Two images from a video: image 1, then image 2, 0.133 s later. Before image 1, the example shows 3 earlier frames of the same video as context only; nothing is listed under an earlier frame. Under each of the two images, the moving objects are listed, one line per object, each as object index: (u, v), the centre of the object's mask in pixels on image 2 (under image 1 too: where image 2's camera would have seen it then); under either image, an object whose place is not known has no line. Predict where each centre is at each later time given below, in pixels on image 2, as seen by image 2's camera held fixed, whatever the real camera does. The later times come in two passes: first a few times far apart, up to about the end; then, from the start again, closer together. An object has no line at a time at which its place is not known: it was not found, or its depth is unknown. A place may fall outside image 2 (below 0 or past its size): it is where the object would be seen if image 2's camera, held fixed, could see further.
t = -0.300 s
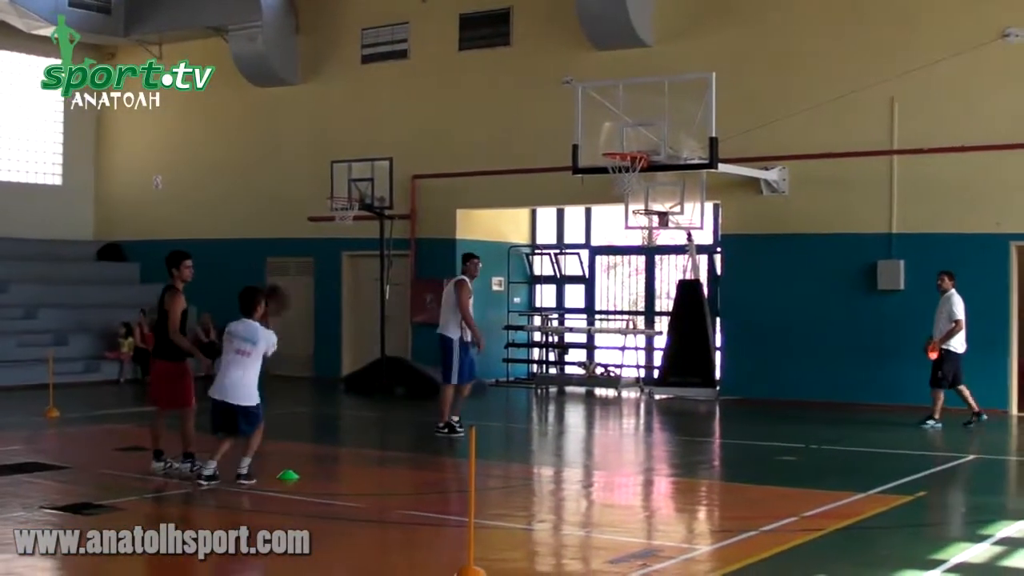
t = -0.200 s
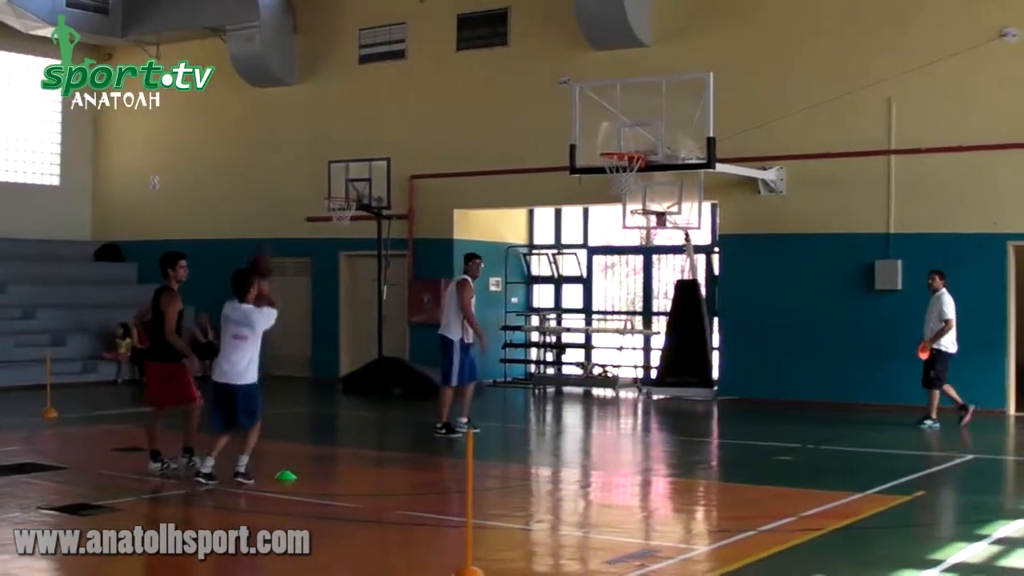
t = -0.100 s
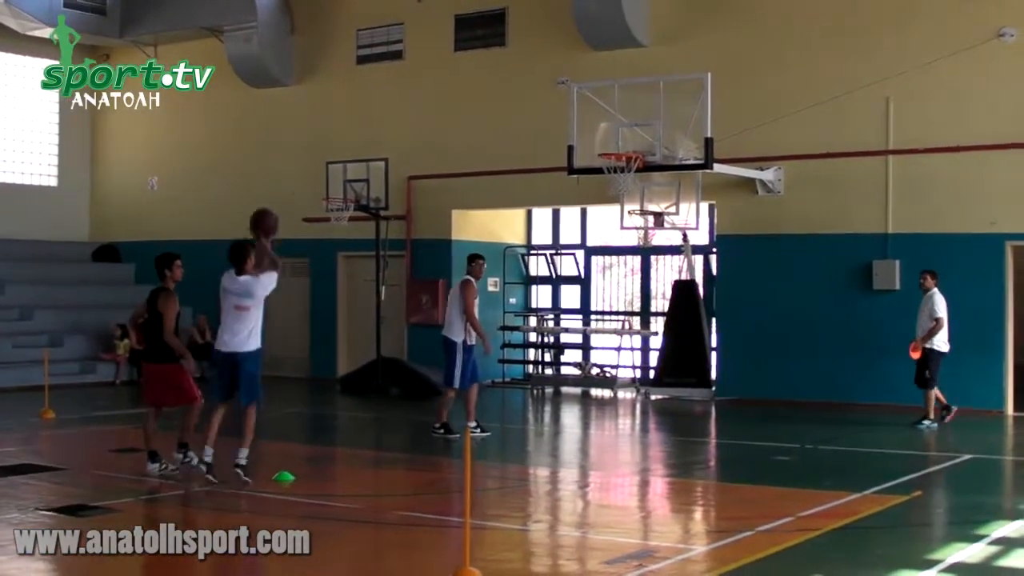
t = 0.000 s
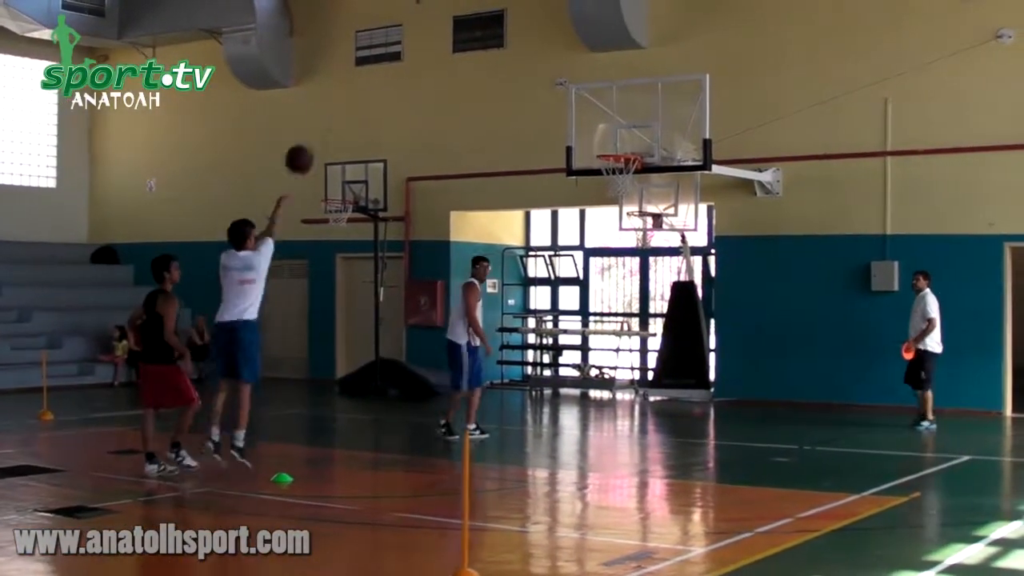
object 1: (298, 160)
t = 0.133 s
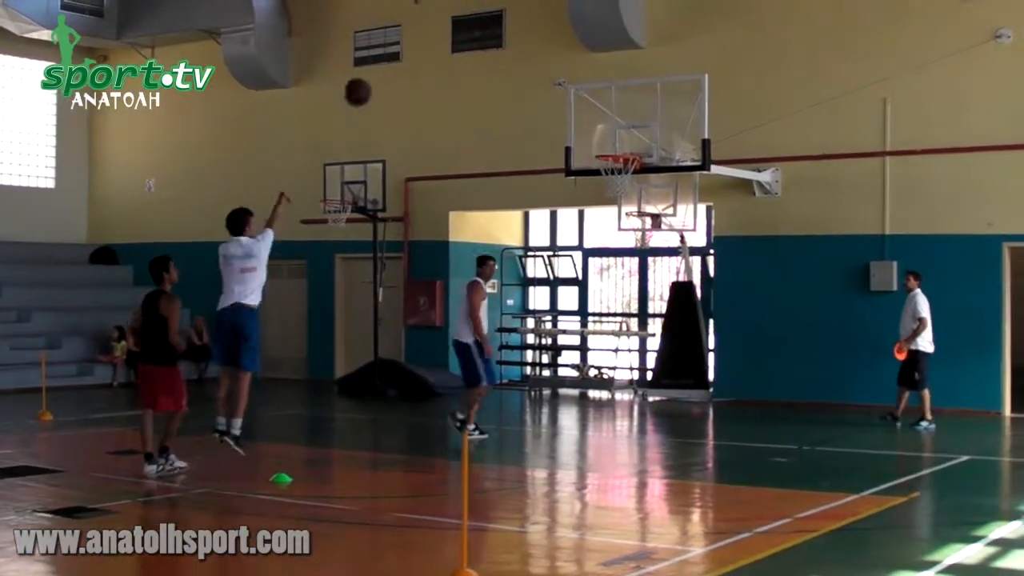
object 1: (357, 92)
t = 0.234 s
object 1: (398, 58)
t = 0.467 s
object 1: (489, 28)
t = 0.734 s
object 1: (565, 60)
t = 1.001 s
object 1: (636, 151)
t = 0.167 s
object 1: (372, 79)
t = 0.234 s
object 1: (398, 58)
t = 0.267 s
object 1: (412, 50)
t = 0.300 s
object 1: (424, 43)
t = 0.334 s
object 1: (436, 38)
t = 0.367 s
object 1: (448, 33)
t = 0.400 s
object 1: (461, 29)
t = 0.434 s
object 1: (476, 29)
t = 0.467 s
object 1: (489, 28)
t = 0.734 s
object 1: (565, 60)
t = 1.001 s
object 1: (636, 151)
